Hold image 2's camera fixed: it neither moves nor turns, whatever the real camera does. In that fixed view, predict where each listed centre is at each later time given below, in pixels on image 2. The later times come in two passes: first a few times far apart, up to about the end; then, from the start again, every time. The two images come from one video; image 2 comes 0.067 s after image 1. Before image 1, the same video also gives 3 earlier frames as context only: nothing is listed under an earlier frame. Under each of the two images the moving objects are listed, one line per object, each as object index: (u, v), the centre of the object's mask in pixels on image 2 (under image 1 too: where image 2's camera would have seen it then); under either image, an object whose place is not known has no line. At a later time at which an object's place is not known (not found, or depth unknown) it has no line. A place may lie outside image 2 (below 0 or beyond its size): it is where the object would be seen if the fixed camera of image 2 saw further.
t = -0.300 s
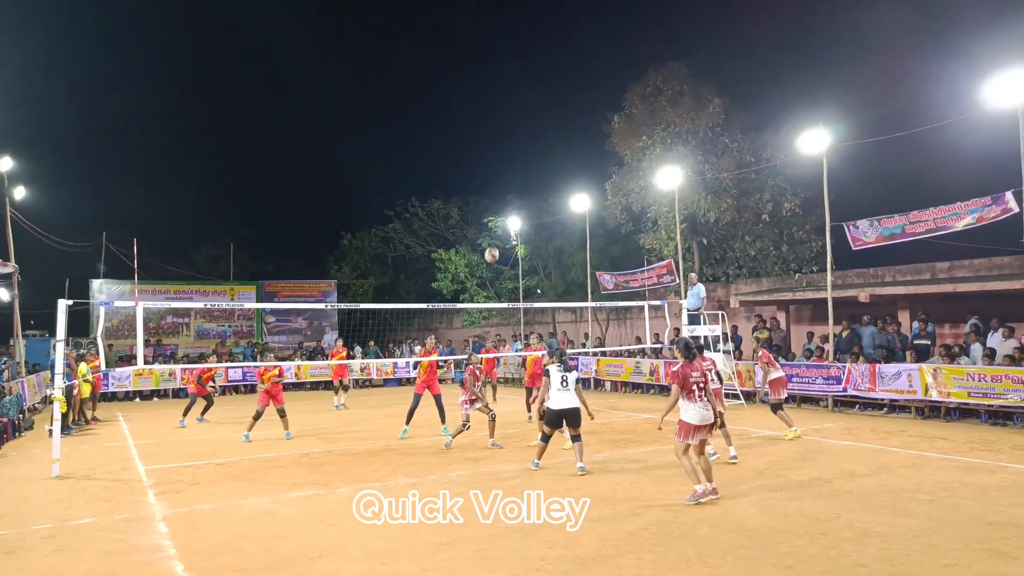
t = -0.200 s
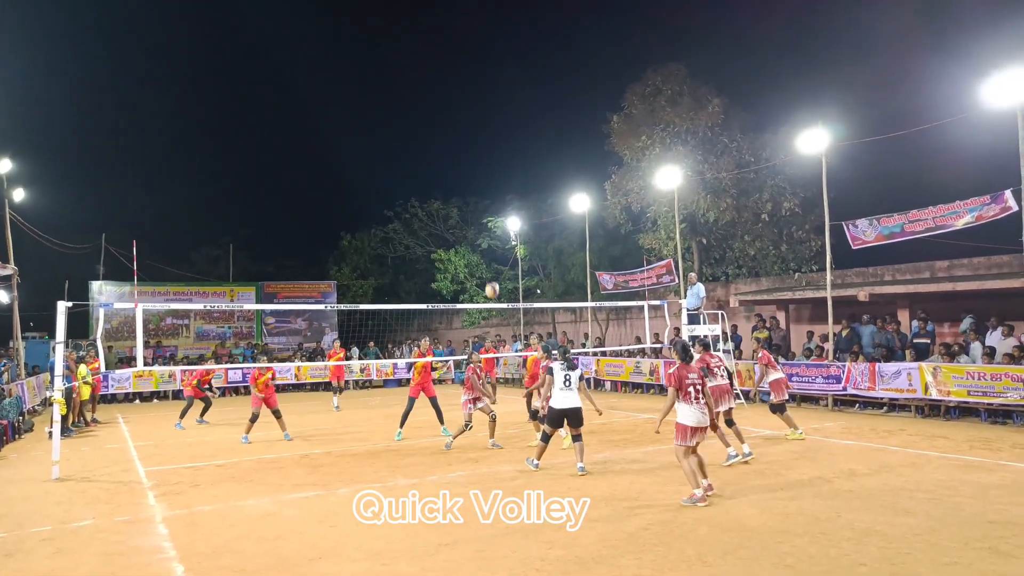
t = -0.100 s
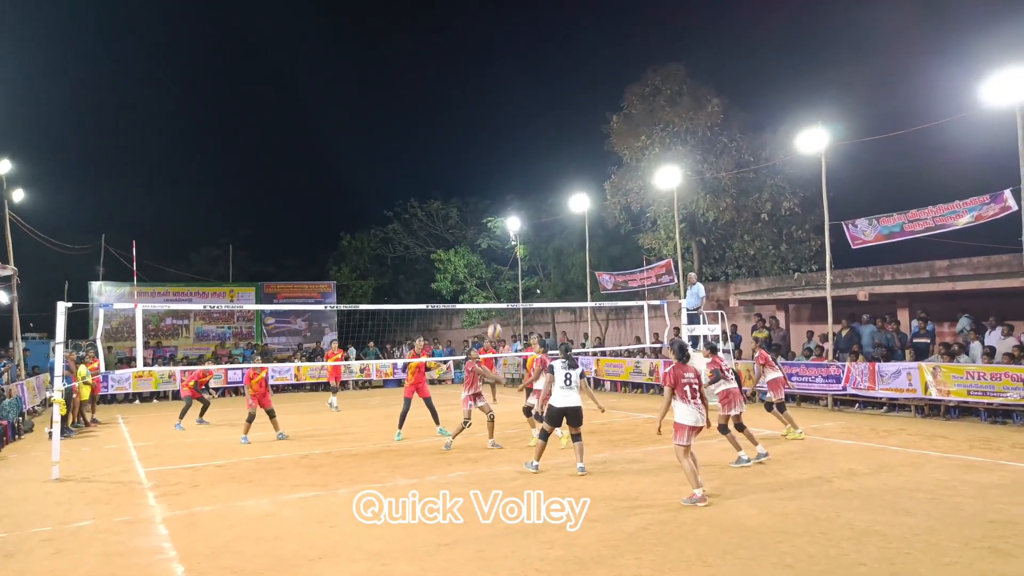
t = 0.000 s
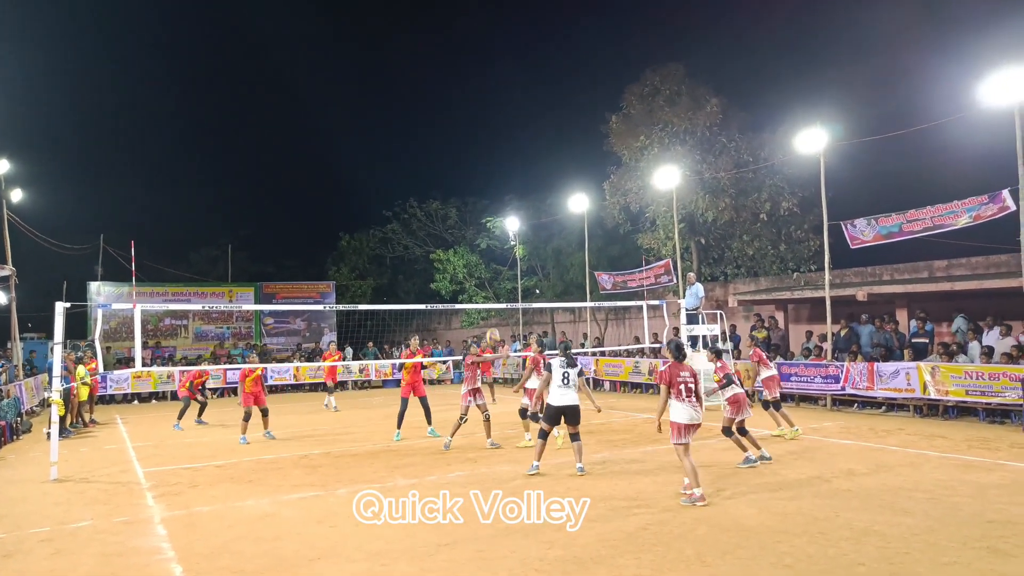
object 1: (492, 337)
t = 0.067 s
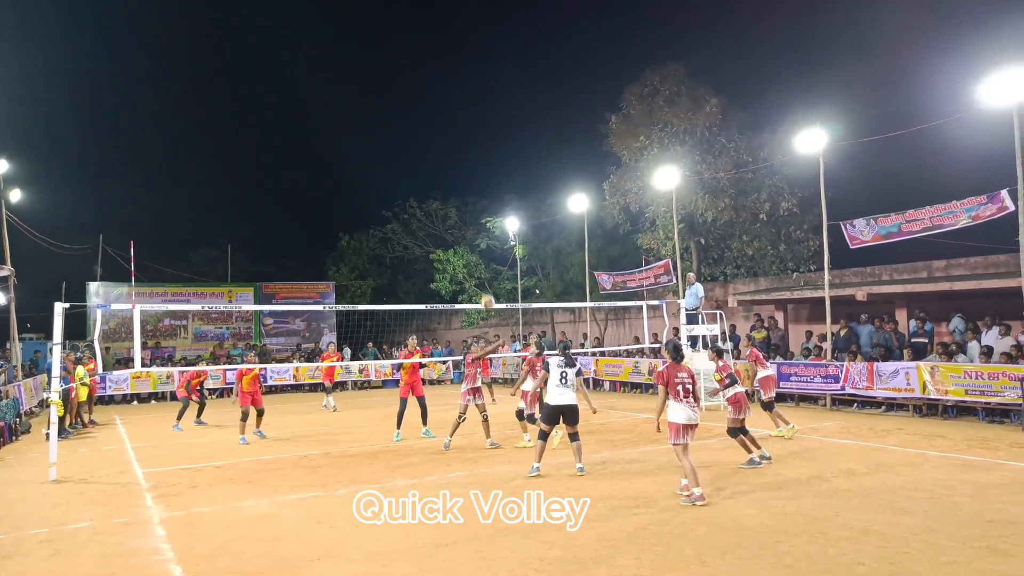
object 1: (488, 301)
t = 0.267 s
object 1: (472, 219)
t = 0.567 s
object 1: (453, 137)
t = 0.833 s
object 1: (437, 113)
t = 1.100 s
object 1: (422, 139)
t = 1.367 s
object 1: (408, 219)
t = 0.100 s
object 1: (485, 287)
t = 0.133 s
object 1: (483, 272)
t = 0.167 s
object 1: (480, 258)
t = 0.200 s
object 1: (477, 244)
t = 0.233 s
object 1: (475, 231)
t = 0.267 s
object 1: (472, 219)
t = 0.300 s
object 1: (470, 207)
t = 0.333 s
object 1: (468, 196)
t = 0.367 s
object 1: (465, 186)
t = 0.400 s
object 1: (463, 176)
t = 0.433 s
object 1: (461, 167)
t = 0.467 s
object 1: (459, 158)
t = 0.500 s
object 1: (457, 151)
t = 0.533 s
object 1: (455, 144)
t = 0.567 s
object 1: (453, 137)
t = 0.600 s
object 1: (451, 132)
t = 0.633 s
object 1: (449, 127)
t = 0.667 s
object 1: (447, 123)
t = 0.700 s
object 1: (445, 119)
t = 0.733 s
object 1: (443, 116)
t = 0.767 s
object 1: (441, 114)
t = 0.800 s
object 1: (439, 113)
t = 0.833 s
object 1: (437, 113)
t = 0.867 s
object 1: (435, 113)
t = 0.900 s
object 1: (434, 114)
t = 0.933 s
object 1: (431, 116)
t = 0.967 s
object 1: (430, 119)
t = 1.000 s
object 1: (428, 123)
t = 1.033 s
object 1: (426, 127)
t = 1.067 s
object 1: (424, 132)
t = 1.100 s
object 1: (422, 139)
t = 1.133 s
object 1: (420, 146)
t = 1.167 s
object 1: (419, 153)
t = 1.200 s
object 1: (417, 162)
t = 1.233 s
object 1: (416, 172)
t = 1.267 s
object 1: (414, 182)
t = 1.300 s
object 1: (412, 193)
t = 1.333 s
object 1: (410, 206)
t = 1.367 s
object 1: (408, 219)
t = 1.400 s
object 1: (406, 233)
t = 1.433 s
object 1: (404, 248)
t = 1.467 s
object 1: (402, 264)
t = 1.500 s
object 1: (400, 280)
